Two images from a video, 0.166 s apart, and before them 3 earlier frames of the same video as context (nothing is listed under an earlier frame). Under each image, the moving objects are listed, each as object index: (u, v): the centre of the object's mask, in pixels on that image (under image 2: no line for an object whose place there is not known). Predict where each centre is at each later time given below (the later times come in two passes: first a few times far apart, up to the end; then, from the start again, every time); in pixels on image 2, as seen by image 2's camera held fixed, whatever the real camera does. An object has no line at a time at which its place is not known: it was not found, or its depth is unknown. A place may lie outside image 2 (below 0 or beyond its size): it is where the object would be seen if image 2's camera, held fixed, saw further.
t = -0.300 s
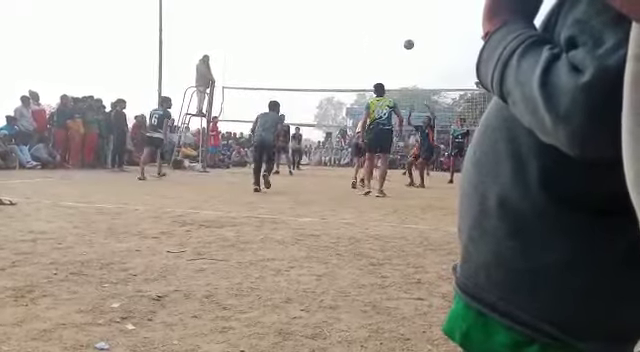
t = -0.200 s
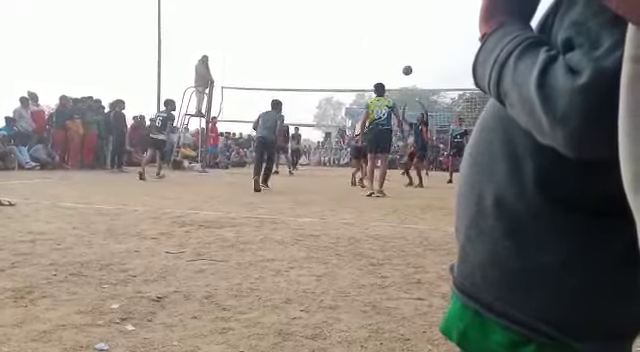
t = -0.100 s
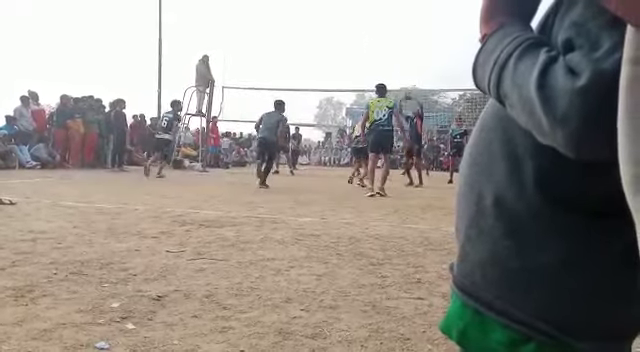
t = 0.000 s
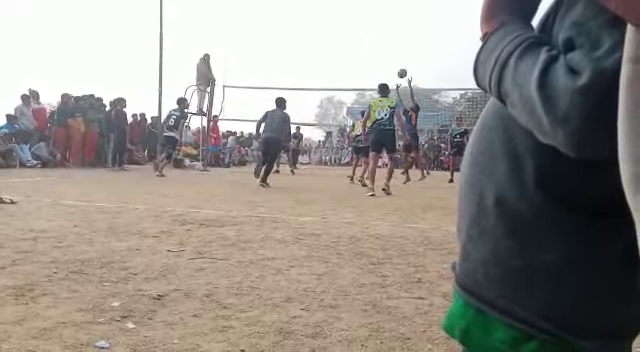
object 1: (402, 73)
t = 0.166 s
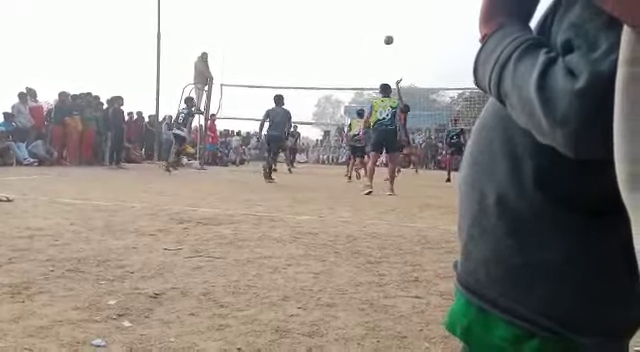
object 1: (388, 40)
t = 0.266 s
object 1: (382, 26)
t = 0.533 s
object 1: (363, 13)
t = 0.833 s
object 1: (342, 33)
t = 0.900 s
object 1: (337, 41)
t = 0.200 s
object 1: (386, 34)
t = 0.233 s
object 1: (384, 30)
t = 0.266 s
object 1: (382, 26)
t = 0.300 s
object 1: (379, 23)
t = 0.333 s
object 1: (377, 20)
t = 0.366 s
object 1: (374, 18)
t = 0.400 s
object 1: (372, 16)
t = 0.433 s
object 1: (370, 14)
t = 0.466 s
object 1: (368, 13)
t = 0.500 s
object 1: (365, 13)
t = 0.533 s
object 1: (363, 13)
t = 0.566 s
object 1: (360, 13)
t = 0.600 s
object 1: (358, 14)
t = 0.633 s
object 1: (357, 15)
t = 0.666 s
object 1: (354, 17)
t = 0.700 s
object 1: (351, 19)
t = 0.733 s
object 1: (349, 22)
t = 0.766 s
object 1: (346, 25)
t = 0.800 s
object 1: (344, 29)
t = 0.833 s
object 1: (342, 33)
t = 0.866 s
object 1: (340, 37)
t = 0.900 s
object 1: (337, 41)
